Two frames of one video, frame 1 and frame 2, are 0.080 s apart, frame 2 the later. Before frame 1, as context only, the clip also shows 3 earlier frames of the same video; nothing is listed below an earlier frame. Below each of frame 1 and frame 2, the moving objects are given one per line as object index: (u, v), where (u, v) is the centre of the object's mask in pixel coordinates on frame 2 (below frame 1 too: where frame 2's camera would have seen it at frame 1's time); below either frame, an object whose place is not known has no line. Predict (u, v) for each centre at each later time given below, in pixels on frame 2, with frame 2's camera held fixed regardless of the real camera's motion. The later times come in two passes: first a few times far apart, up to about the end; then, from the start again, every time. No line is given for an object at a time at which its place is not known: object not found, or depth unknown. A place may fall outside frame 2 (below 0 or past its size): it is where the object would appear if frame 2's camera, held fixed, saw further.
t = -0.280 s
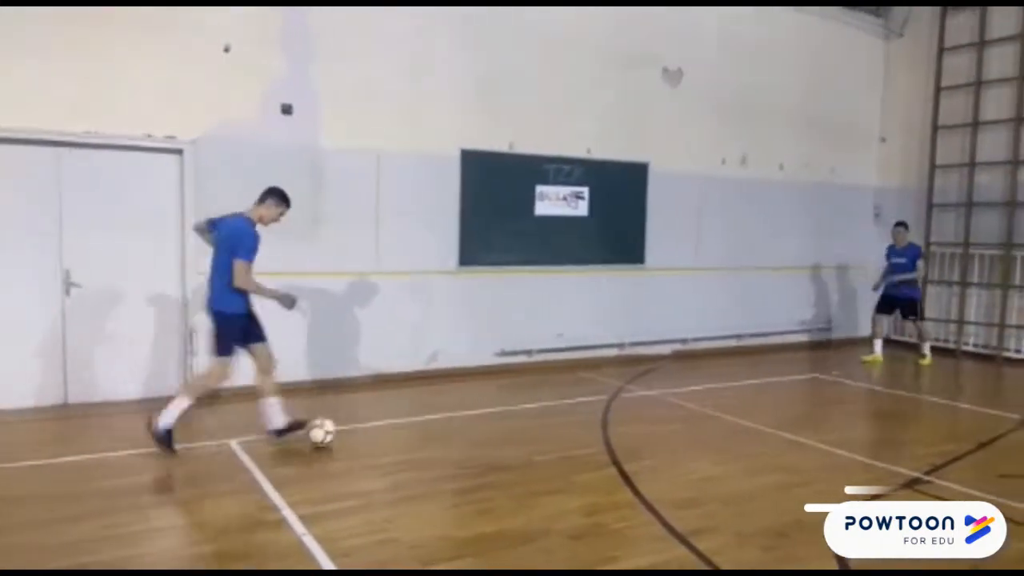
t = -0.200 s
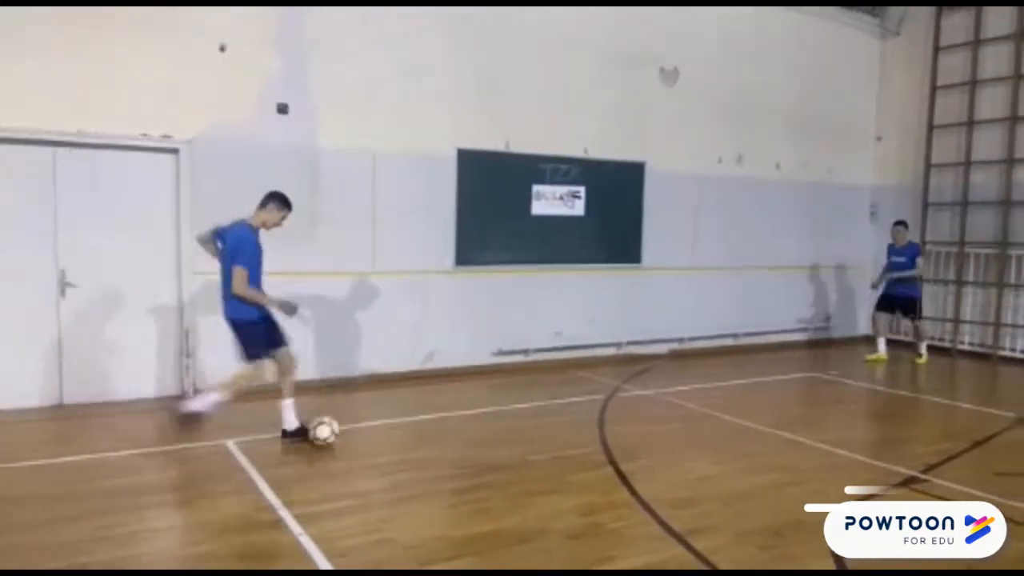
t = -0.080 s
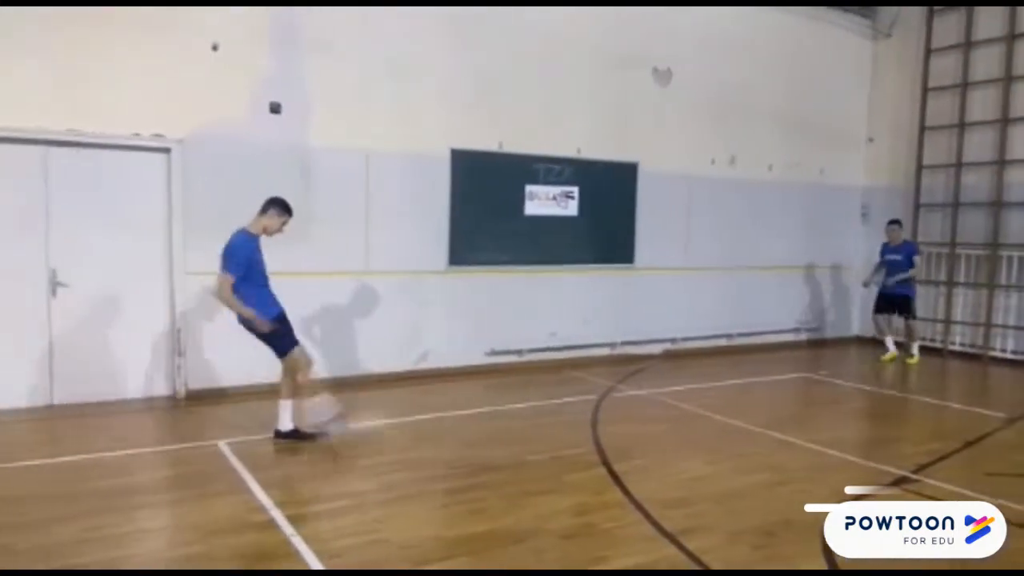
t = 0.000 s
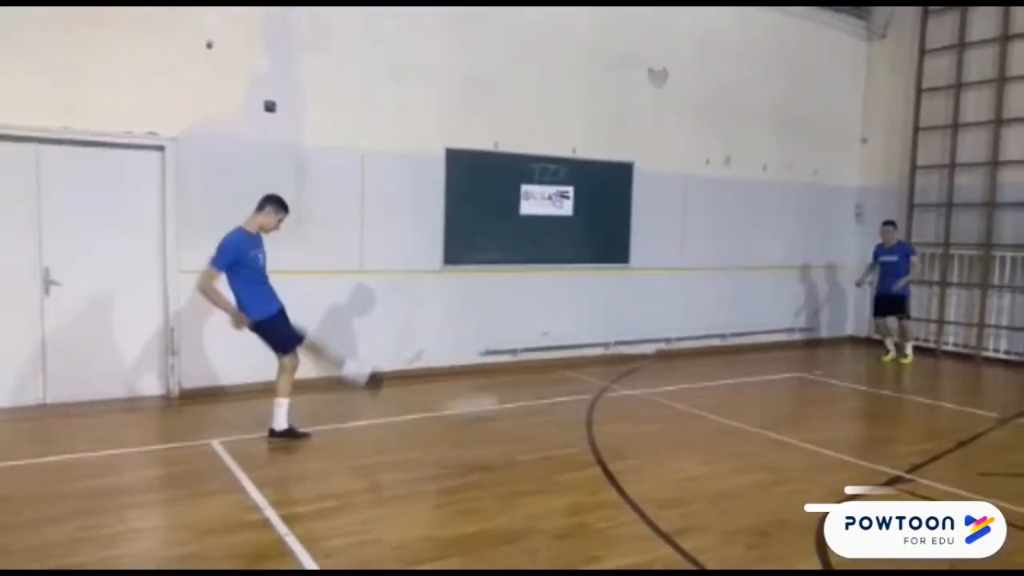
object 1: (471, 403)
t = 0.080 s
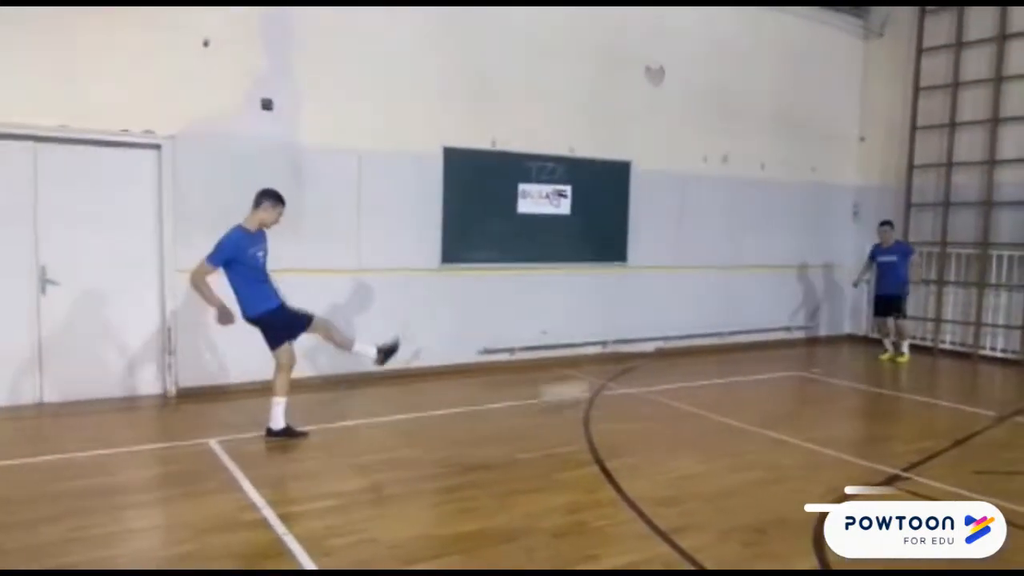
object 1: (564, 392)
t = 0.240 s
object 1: (706, 373)
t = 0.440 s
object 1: (823, 356)
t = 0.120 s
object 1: (605, 384)
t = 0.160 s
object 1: (641, 381)
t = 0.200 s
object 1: (676, 376)
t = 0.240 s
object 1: (706, 373)
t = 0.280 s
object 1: (734, 369)
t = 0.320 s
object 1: (759, 366)
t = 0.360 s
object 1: (783, 362)
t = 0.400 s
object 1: (803, 359)
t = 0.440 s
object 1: (823, 356)
